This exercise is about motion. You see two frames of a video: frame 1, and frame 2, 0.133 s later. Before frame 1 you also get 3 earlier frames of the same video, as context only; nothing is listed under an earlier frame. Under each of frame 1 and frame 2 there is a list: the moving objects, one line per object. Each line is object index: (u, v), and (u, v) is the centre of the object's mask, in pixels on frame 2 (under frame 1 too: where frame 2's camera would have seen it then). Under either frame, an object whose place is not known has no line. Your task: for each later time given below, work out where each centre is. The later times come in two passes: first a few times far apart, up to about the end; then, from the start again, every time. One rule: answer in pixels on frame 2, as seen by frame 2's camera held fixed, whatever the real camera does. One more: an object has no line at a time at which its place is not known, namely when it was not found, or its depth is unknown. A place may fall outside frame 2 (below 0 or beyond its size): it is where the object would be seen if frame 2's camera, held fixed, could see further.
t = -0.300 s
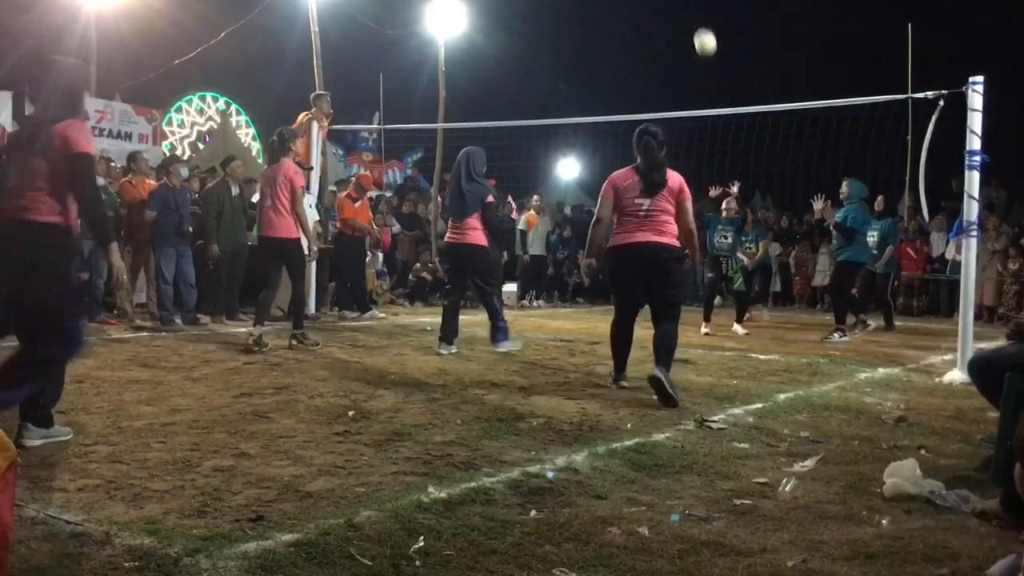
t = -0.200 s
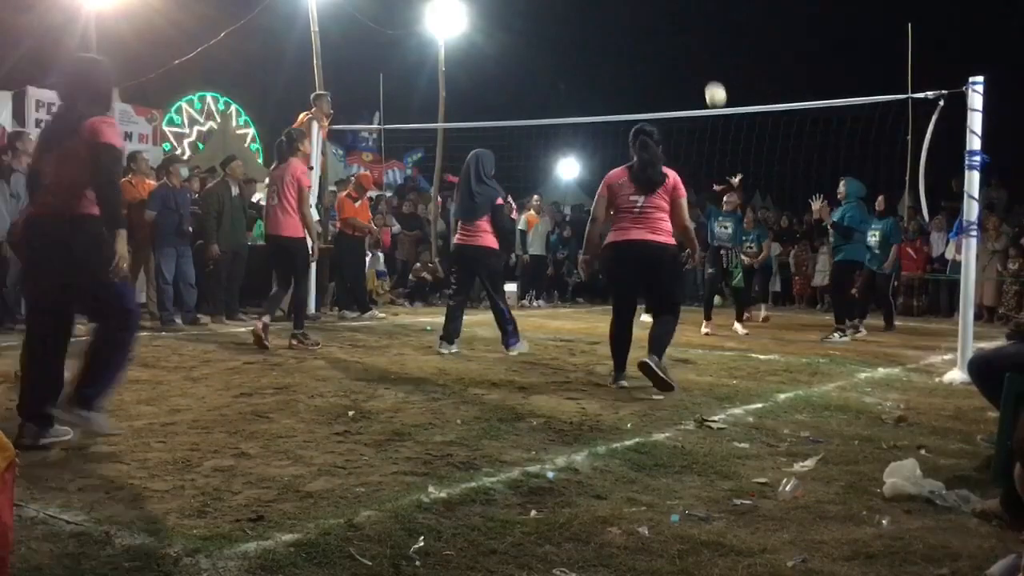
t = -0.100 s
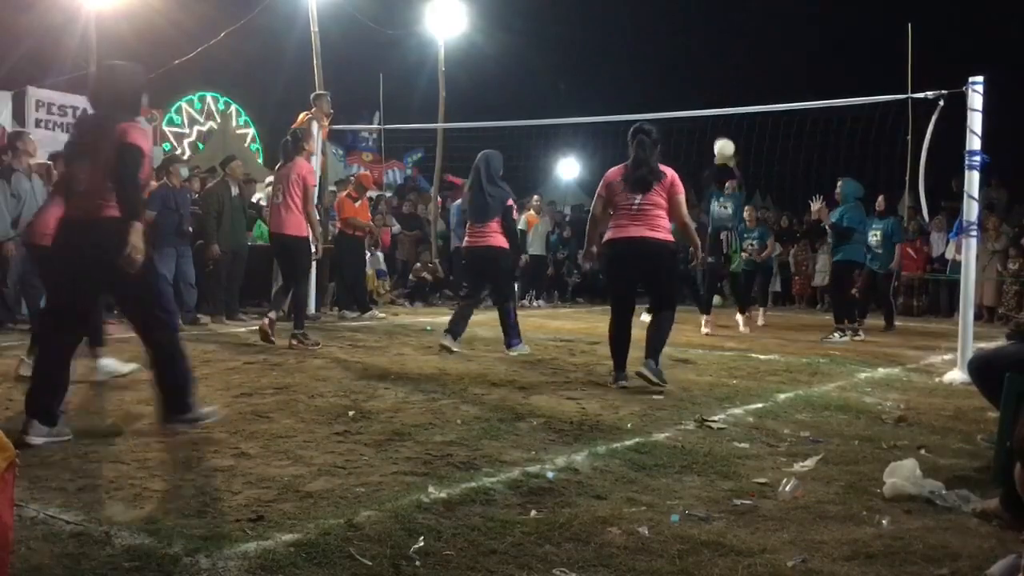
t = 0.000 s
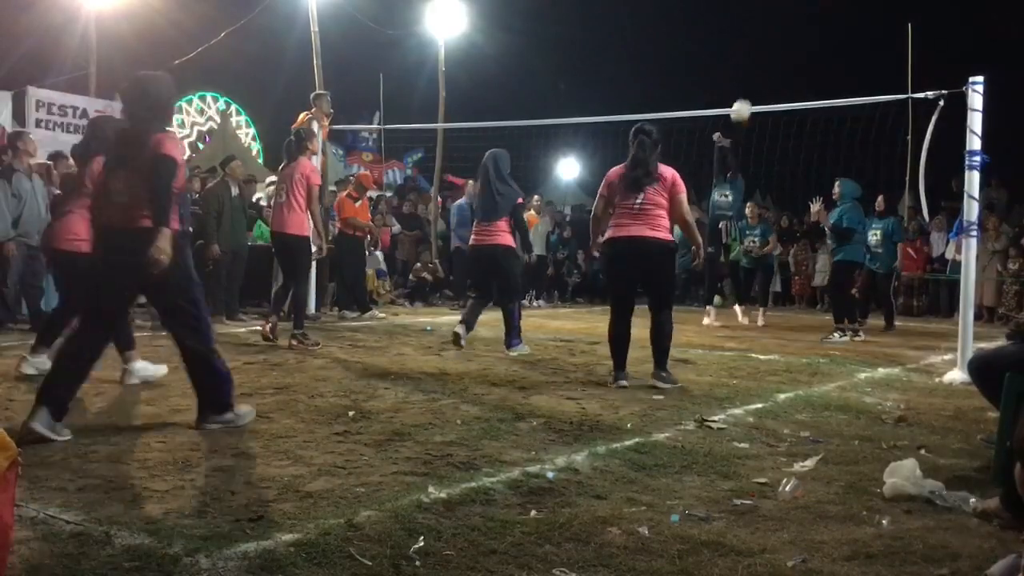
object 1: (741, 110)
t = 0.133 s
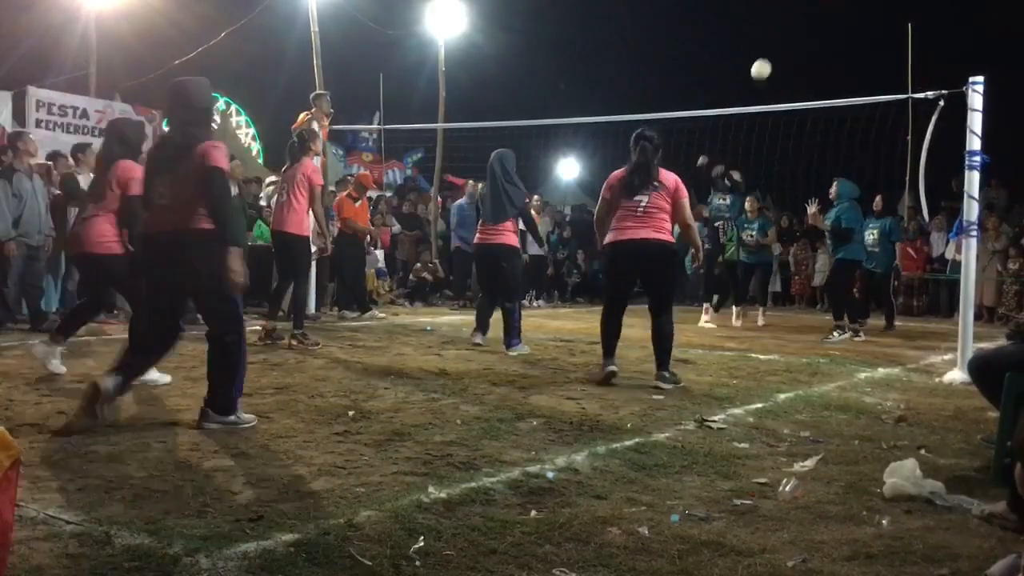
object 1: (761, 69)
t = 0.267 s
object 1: (779, 47)
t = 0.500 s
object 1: (807, 49)
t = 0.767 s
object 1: (830, 108)
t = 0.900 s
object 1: (839, 155)
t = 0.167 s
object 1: (766, 62)
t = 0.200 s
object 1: (771, 56)
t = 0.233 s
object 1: (775, 51)
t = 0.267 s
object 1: (779, 47)
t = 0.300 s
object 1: (784, 44)
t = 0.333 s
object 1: (788, 42)
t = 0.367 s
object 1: (792, 42)
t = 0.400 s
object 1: (796, 42)
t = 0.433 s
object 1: (800, 43)
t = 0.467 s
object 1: (804, 45)
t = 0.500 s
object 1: (807, 49)
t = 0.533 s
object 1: (811, 53)
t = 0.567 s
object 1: (814, 57)
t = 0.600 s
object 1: (817, 63)
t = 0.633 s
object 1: (820, 70)
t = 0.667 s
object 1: (823, 78)
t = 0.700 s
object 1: (825, 87)
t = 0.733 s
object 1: (828, 94)
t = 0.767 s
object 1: (830, 108)
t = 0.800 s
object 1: (833, 117)
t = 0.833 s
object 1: (835, 129)
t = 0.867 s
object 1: (837, 142)
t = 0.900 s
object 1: (839, 155)
